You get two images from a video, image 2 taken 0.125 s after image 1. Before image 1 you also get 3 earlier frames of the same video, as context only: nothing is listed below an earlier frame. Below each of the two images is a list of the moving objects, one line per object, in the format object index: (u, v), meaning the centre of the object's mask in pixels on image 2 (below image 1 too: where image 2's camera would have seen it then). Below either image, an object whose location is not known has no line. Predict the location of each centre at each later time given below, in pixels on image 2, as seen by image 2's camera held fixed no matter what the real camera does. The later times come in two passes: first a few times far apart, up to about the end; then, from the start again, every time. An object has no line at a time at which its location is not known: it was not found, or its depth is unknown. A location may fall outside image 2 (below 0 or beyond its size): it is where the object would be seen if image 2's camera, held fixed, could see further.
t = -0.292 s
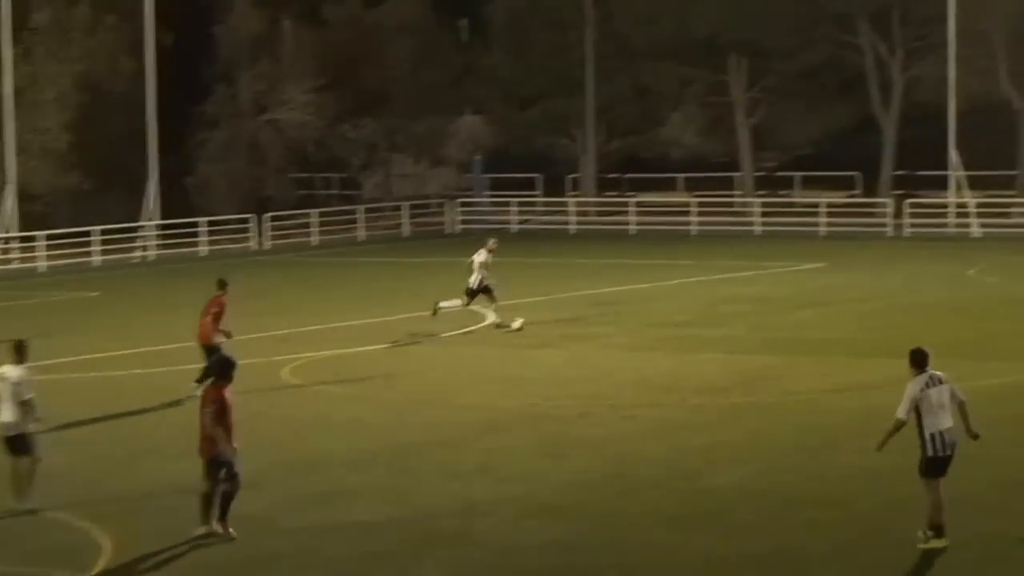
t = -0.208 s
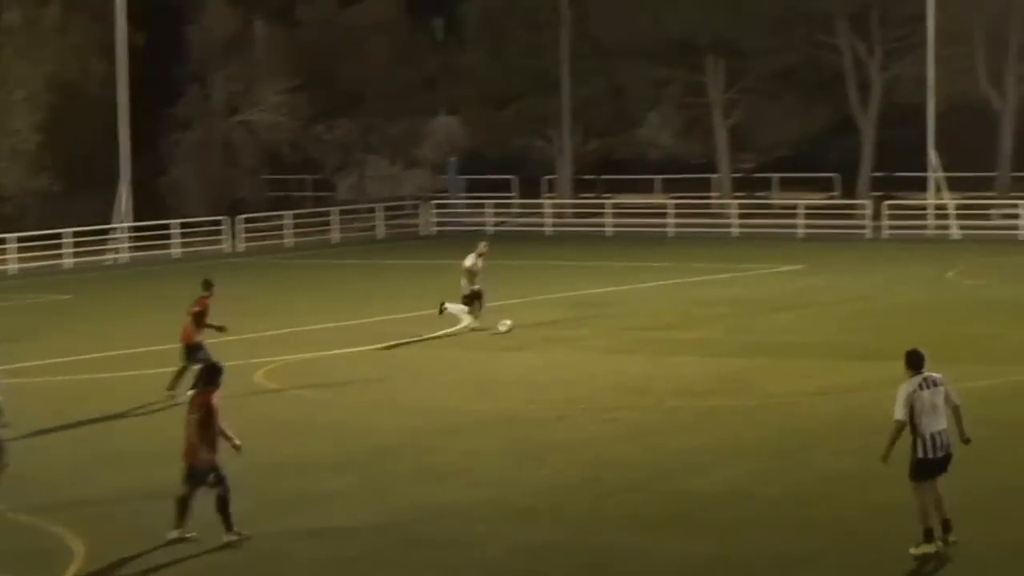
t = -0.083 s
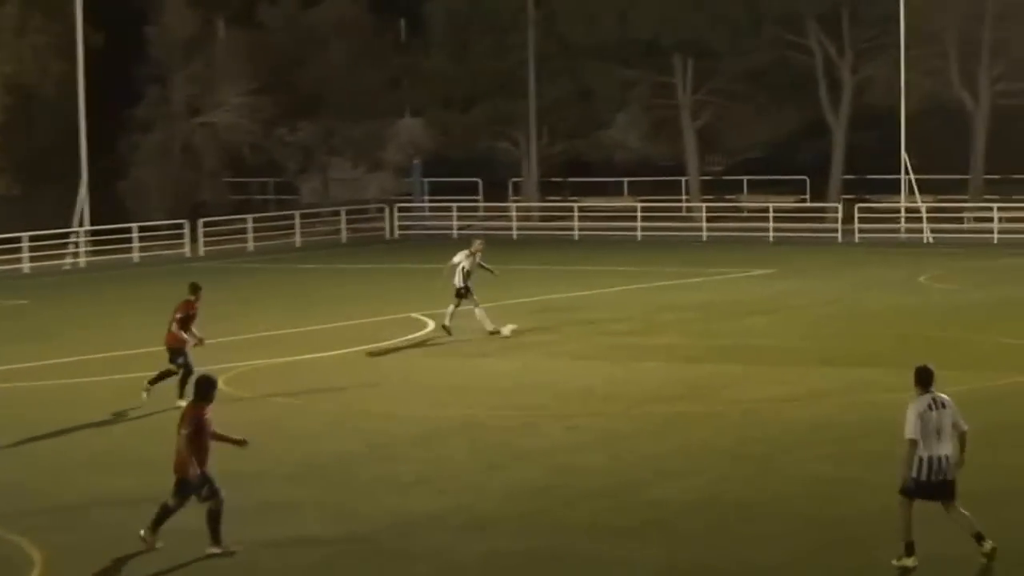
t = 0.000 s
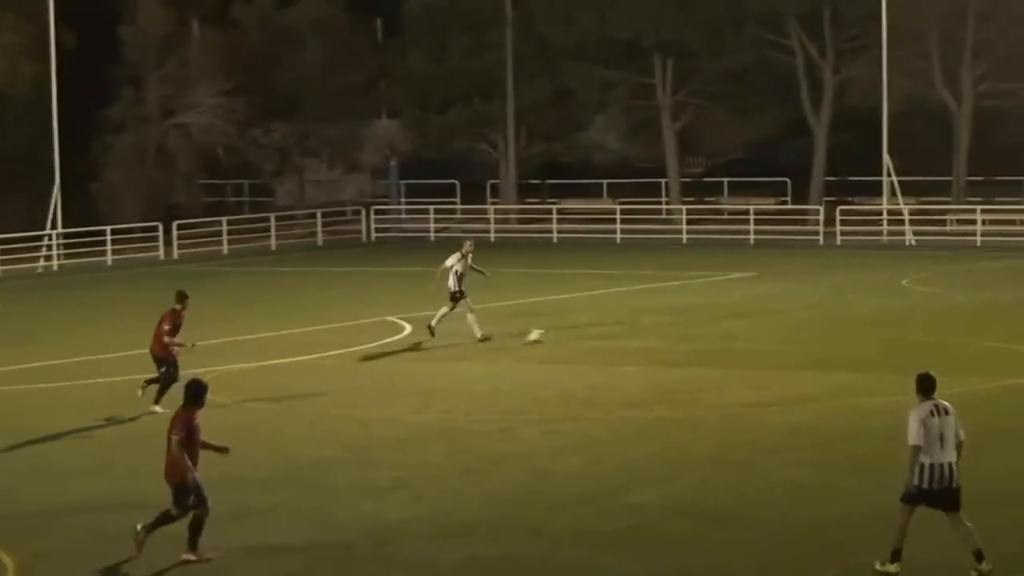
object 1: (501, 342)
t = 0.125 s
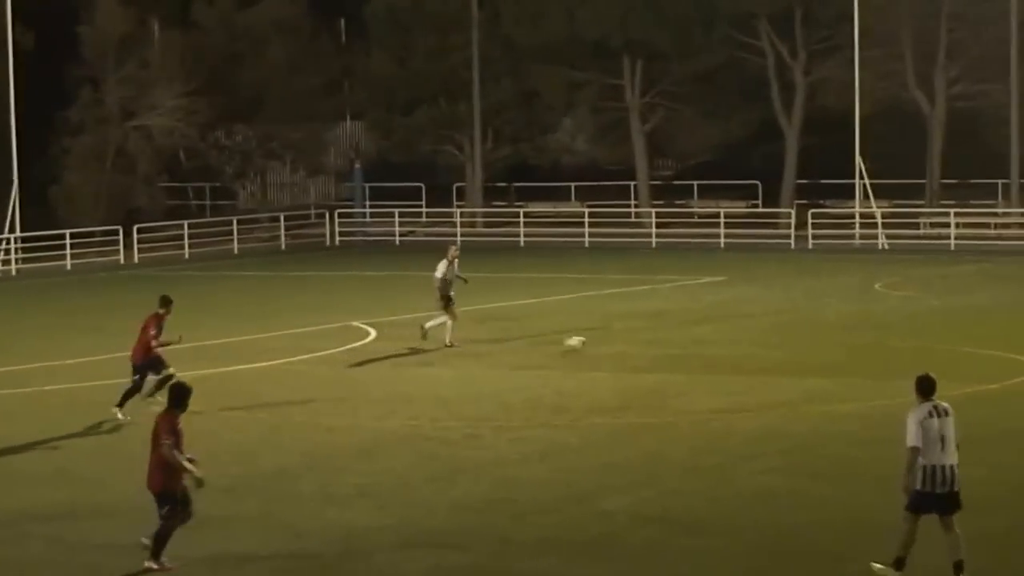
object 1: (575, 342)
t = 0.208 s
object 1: (620, 344)
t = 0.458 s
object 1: (749, 350)
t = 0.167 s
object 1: (597, 344)
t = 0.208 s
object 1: (620, 344)
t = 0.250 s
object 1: (643, 345)
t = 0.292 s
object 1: (664, 347)
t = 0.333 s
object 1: (686, 346)
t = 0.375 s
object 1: (708, 348)
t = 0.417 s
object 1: (729, 349)
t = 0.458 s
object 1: (749, 350)
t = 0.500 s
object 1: (769, 350)
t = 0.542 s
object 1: (789, 351)
